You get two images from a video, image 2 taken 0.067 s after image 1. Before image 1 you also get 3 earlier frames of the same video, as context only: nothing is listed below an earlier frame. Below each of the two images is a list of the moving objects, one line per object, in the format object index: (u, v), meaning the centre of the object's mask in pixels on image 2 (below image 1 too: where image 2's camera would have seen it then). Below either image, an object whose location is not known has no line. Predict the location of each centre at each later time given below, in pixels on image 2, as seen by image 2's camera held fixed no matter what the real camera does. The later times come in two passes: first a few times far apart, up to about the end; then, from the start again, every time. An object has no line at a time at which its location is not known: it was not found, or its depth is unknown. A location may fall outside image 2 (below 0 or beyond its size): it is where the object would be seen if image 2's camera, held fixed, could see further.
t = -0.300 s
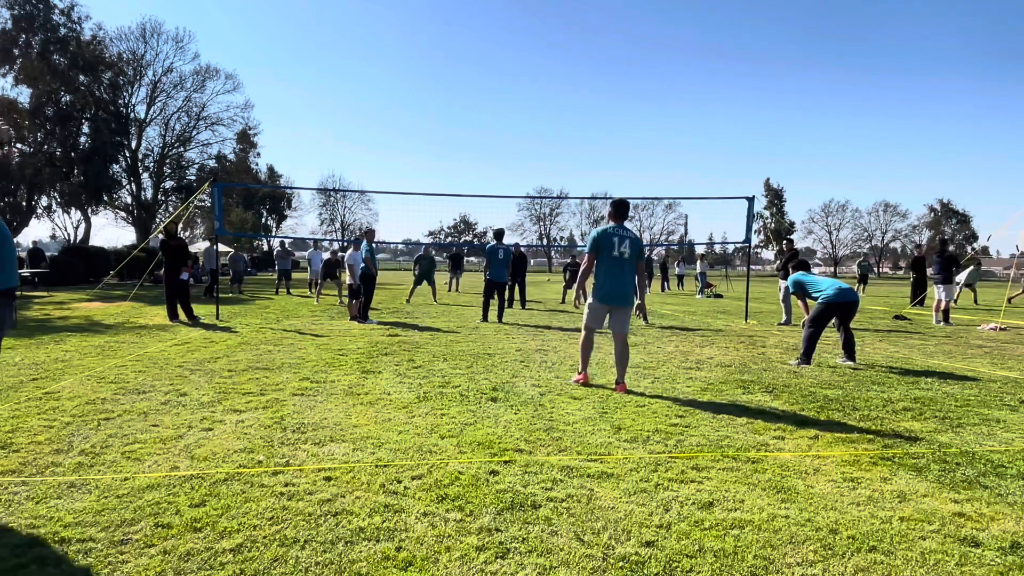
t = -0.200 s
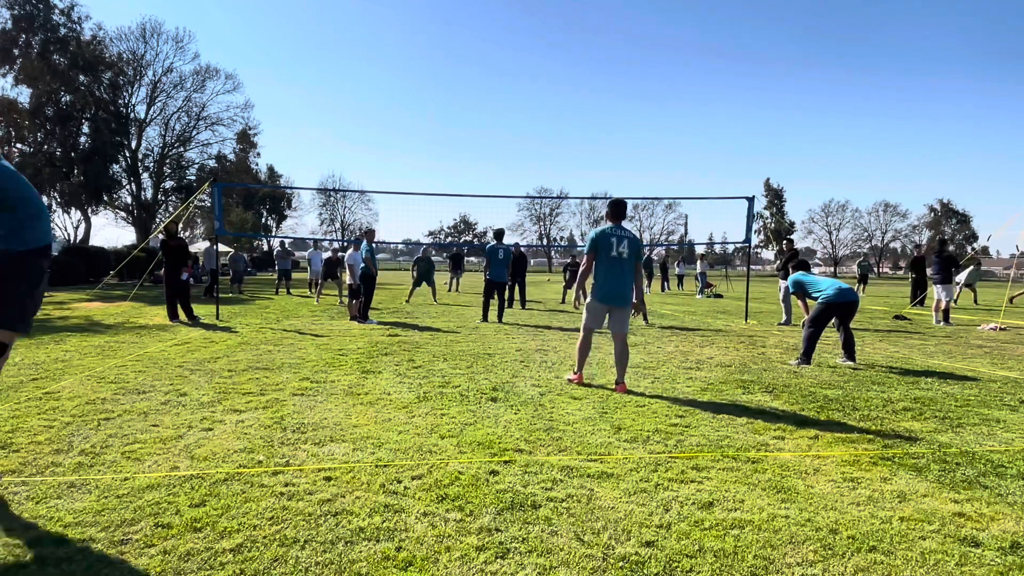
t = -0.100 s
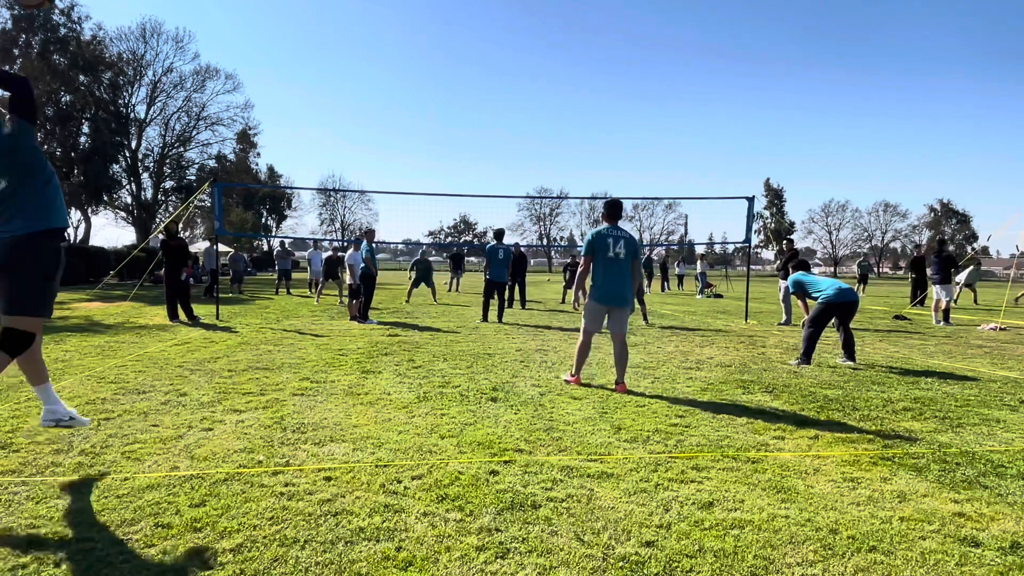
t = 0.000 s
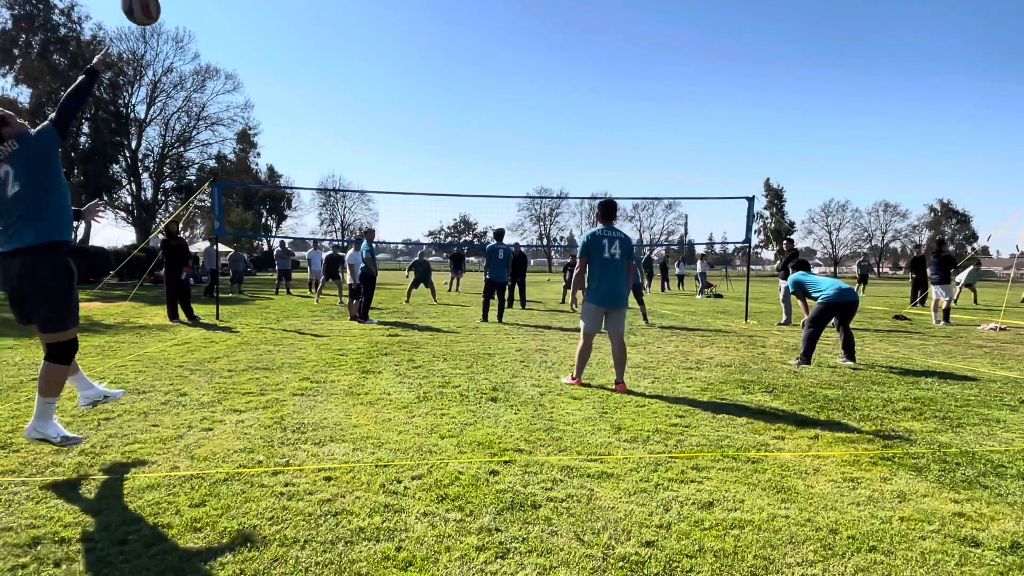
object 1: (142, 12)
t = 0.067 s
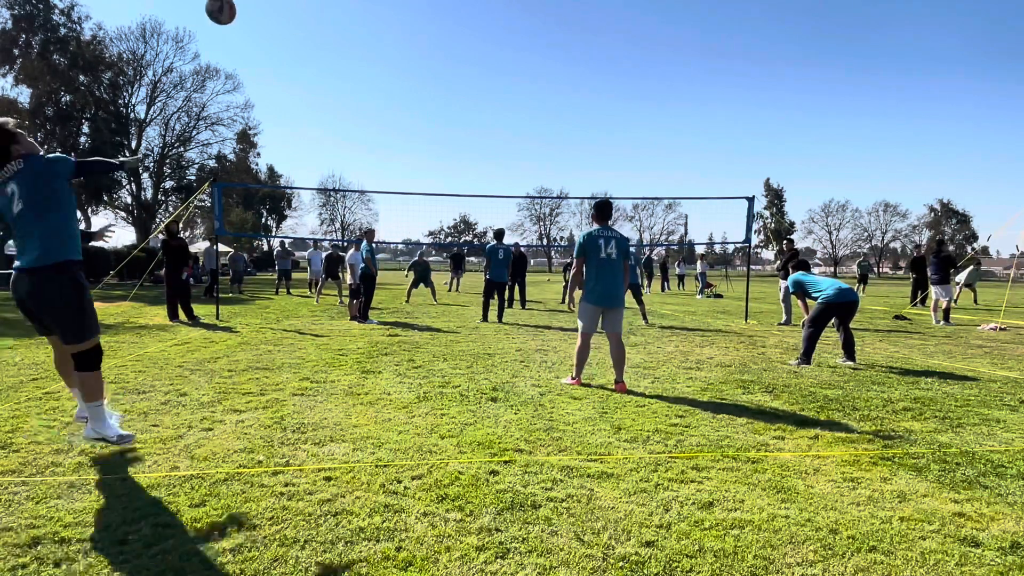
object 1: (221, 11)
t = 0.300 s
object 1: (361, 43)
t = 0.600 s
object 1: (438, 110)
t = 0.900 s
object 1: (481, 182)
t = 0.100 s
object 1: (250, 13)
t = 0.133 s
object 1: (275, 16)
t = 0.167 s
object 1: (297, 20)
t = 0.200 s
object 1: (316, 25)
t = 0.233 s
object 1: (333, 31)
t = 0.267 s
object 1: (348, 36)
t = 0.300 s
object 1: (361, 43)
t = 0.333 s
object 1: (373, 49)
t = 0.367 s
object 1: (383, 56)
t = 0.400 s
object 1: (393, 63)
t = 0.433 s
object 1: (402, 71)
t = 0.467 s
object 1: (410, 79)
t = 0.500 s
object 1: (418, 87)
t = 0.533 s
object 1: (425, 94)
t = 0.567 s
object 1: (432, 102)
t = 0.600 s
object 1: (438, 110)
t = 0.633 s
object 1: (444, 118)
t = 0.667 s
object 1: (449, 126)
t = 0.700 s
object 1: (454, 134)
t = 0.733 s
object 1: (459, 142)
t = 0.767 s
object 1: (464, 150)
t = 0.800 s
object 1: (468, 158)
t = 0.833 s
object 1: (472, 166)
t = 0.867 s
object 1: (477, 174)
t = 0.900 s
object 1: (481, 182)
